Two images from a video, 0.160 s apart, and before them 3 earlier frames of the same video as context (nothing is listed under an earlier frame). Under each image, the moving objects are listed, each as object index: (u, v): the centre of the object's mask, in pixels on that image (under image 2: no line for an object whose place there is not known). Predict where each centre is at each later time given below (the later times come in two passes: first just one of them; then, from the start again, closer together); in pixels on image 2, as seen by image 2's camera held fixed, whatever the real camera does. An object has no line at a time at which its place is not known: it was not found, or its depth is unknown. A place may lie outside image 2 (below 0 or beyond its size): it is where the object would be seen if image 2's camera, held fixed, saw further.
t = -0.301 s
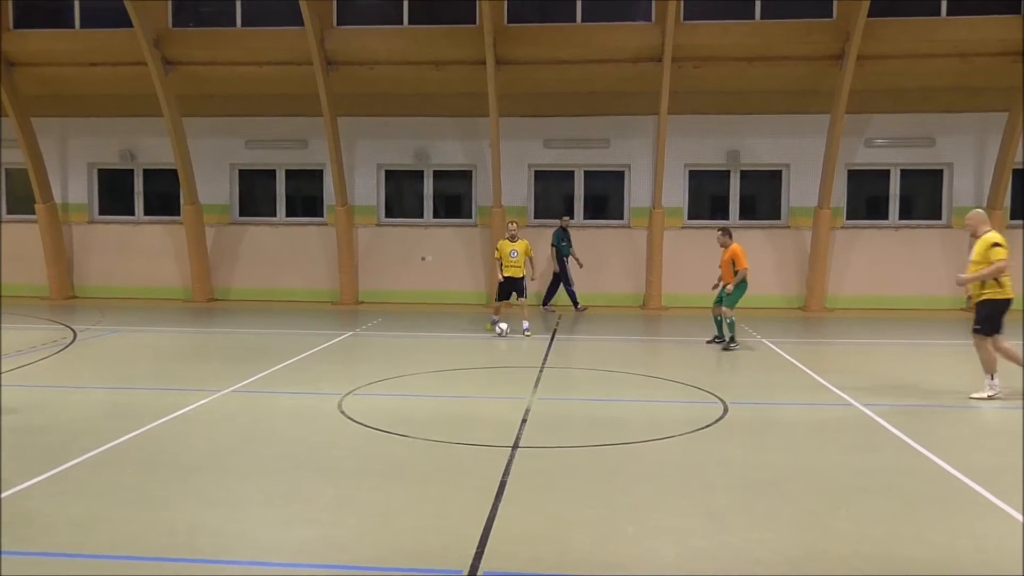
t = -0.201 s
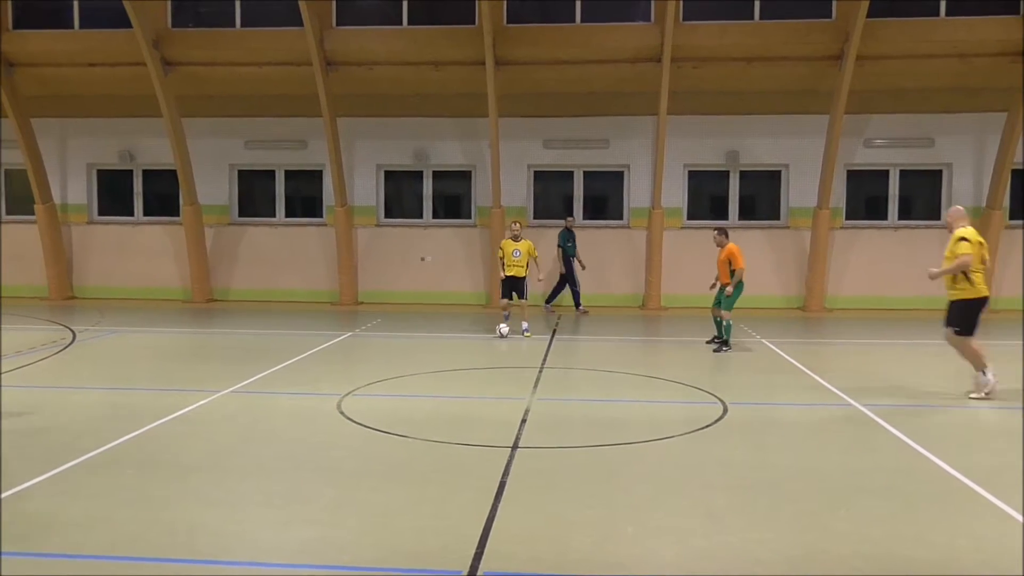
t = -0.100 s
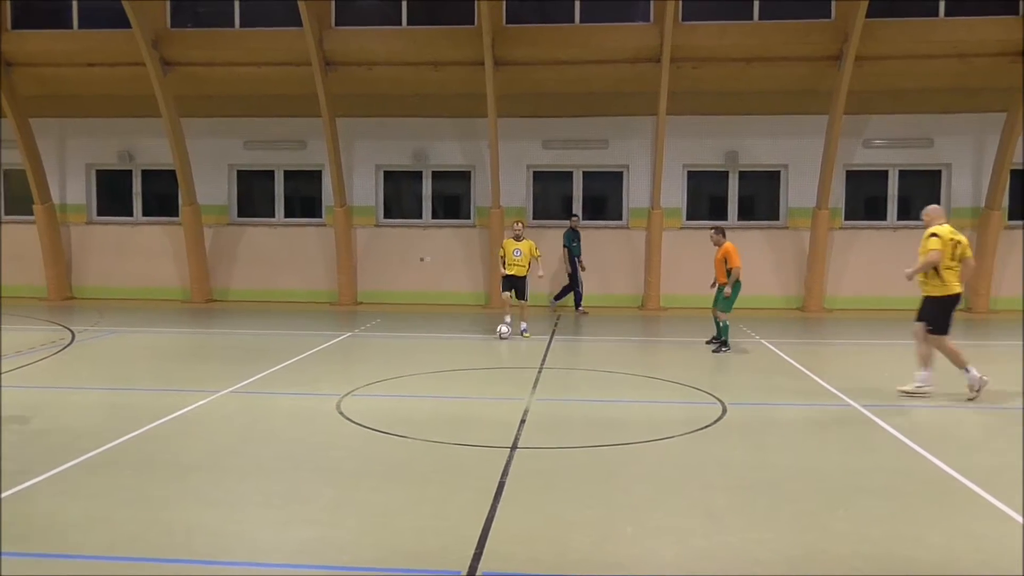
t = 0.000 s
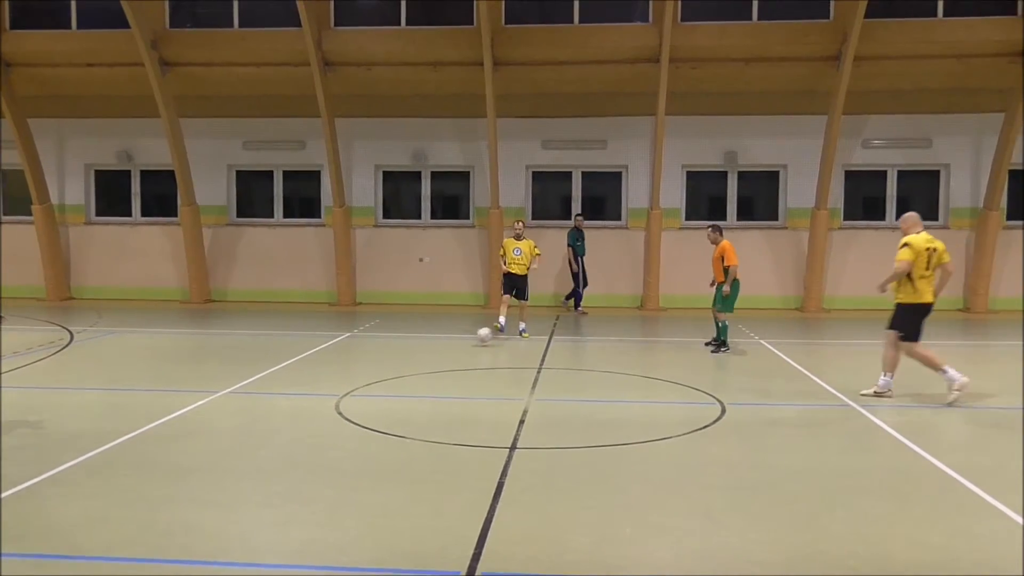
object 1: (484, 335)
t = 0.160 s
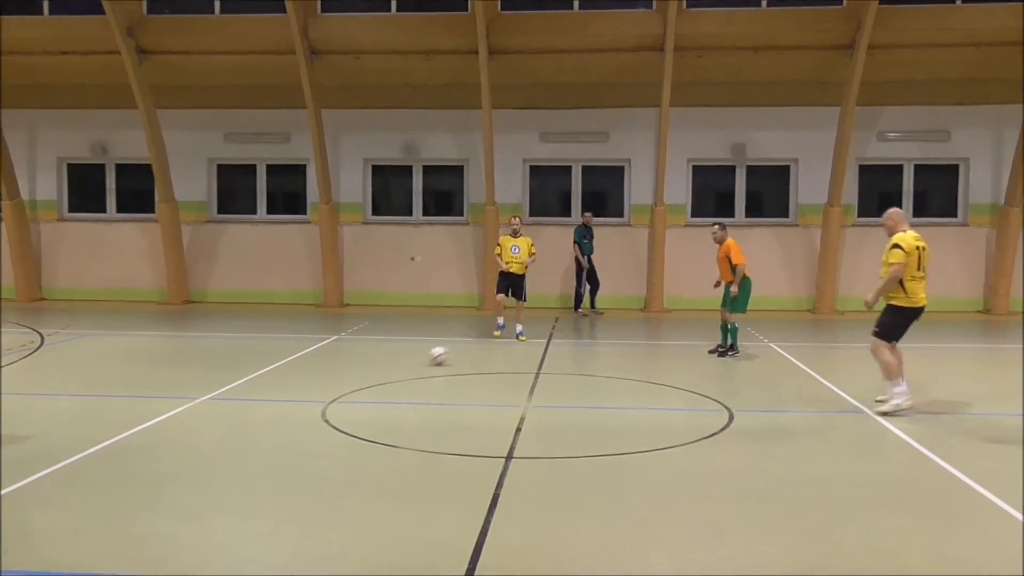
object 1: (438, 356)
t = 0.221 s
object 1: (422, 362)
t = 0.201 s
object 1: (428, 360)
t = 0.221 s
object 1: (422, 362)
